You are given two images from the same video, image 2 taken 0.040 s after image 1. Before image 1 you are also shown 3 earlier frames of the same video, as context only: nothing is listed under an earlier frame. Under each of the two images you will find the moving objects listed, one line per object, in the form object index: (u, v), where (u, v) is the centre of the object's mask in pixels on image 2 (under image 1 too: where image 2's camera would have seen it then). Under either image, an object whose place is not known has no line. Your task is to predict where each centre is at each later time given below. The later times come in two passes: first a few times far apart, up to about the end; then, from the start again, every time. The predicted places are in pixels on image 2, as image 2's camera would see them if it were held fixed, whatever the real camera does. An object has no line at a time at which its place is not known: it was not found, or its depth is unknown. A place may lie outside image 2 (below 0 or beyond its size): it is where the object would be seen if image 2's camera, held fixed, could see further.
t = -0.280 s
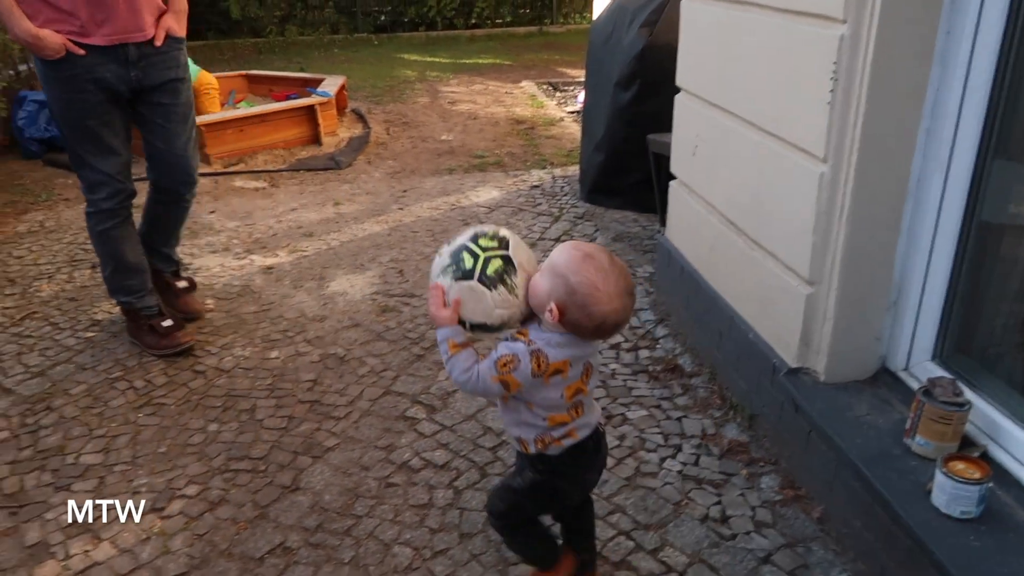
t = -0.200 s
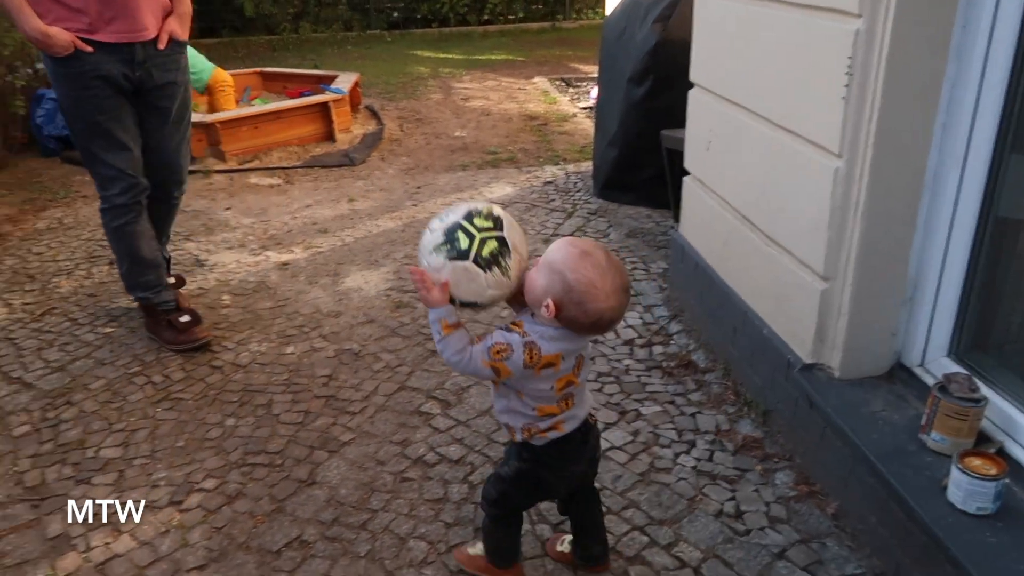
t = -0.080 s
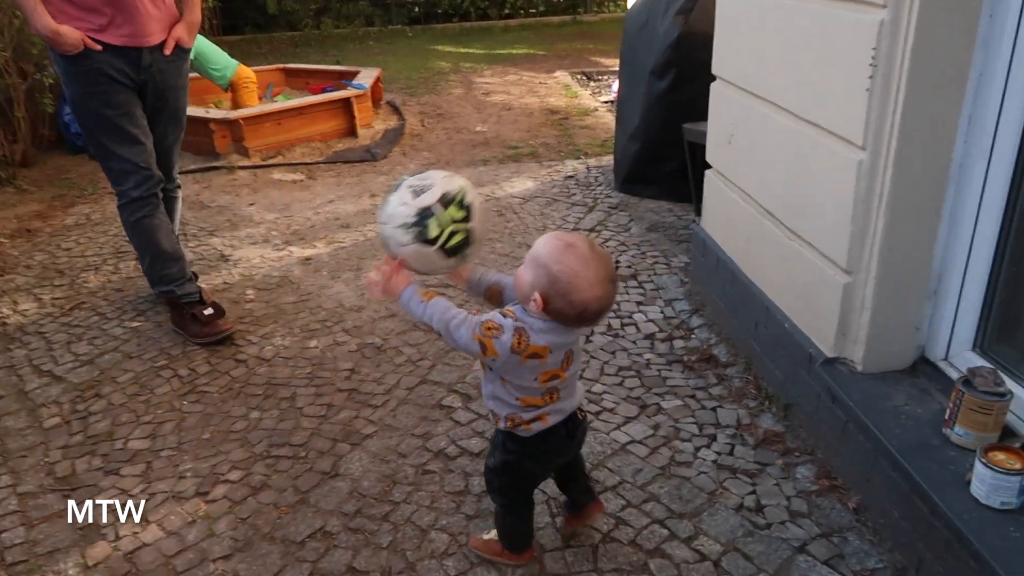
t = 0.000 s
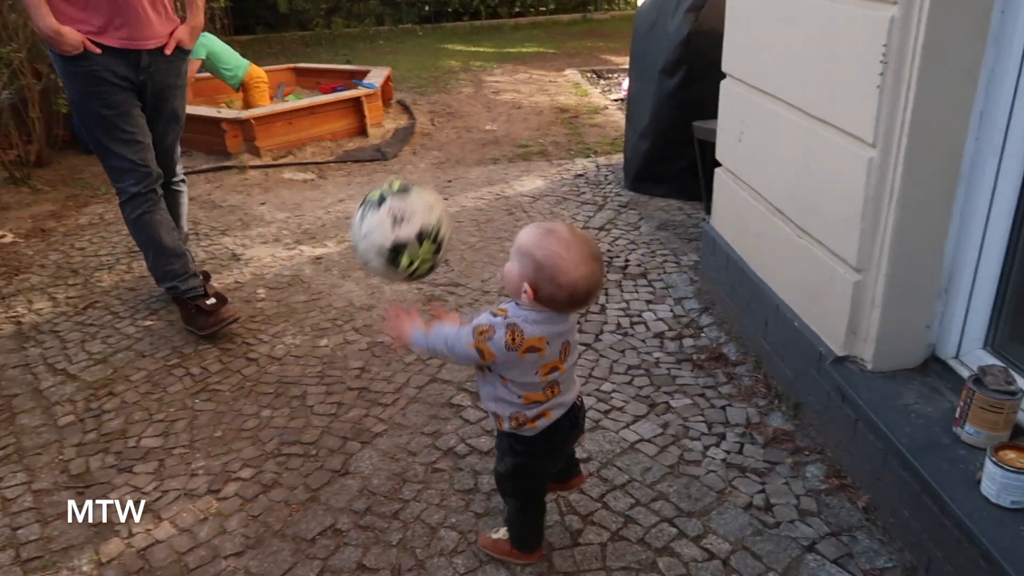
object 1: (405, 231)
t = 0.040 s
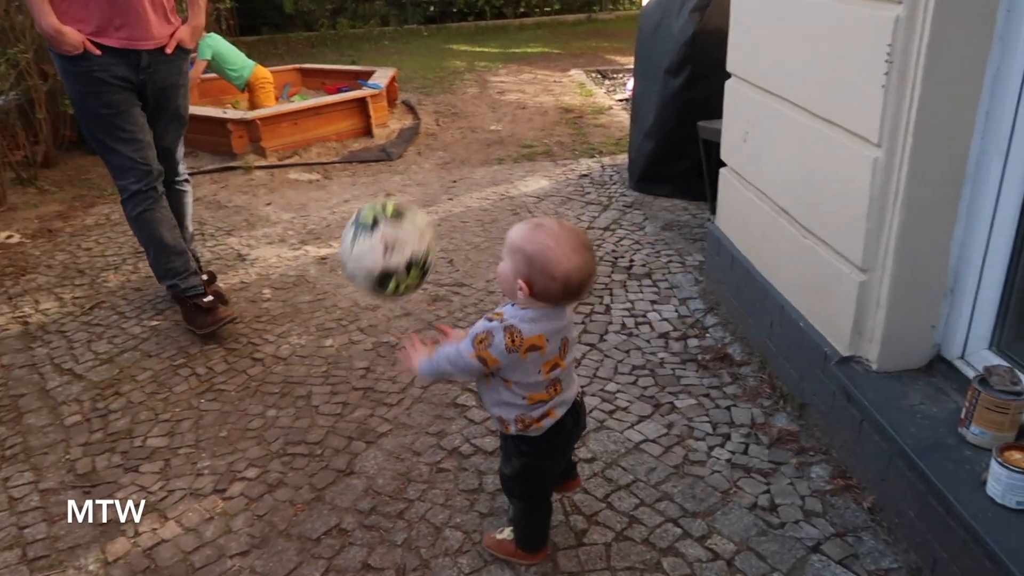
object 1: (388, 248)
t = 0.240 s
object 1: (329, 404)
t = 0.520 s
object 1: (251, 338)
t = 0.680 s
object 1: (227, 386)
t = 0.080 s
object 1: (372, 271)
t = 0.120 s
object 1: (358, 298)
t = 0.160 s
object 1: (346, 329)
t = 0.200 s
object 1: (336, 362)
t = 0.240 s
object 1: (329, 404)
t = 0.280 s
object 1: (320, 424)
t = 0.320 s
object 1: (306, 394)
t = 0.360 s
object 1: (293, 375)
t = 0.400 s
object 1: (281, 358)
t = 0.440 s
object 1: (269, 345)
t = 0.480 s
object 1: (260, 339)
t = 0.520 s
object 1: (251, 338)
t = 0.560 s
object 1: (243, 341)
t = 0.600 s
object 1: (236, 351)
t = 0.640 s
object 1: (231, 365)
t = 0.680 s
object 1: (227, 386)
